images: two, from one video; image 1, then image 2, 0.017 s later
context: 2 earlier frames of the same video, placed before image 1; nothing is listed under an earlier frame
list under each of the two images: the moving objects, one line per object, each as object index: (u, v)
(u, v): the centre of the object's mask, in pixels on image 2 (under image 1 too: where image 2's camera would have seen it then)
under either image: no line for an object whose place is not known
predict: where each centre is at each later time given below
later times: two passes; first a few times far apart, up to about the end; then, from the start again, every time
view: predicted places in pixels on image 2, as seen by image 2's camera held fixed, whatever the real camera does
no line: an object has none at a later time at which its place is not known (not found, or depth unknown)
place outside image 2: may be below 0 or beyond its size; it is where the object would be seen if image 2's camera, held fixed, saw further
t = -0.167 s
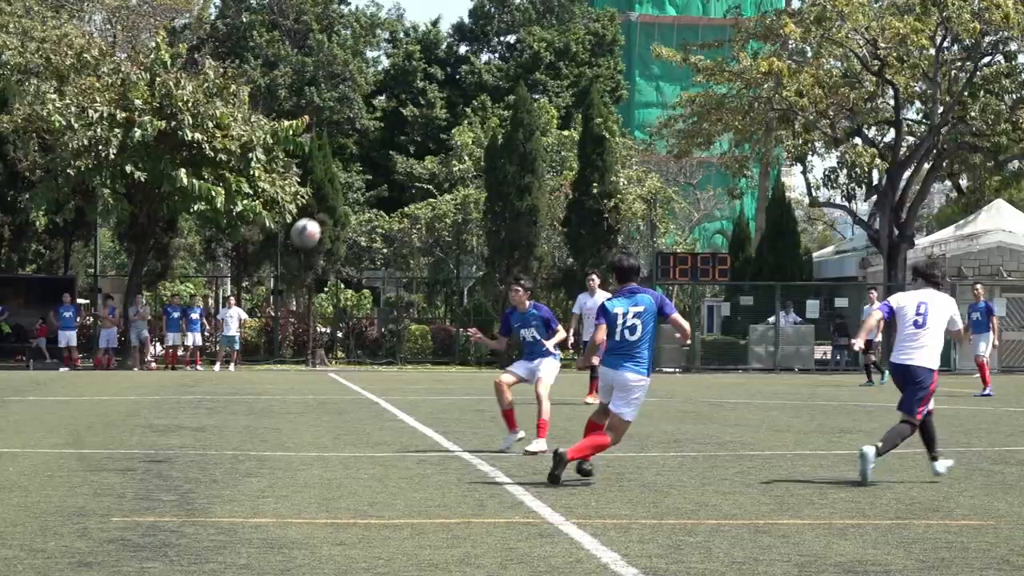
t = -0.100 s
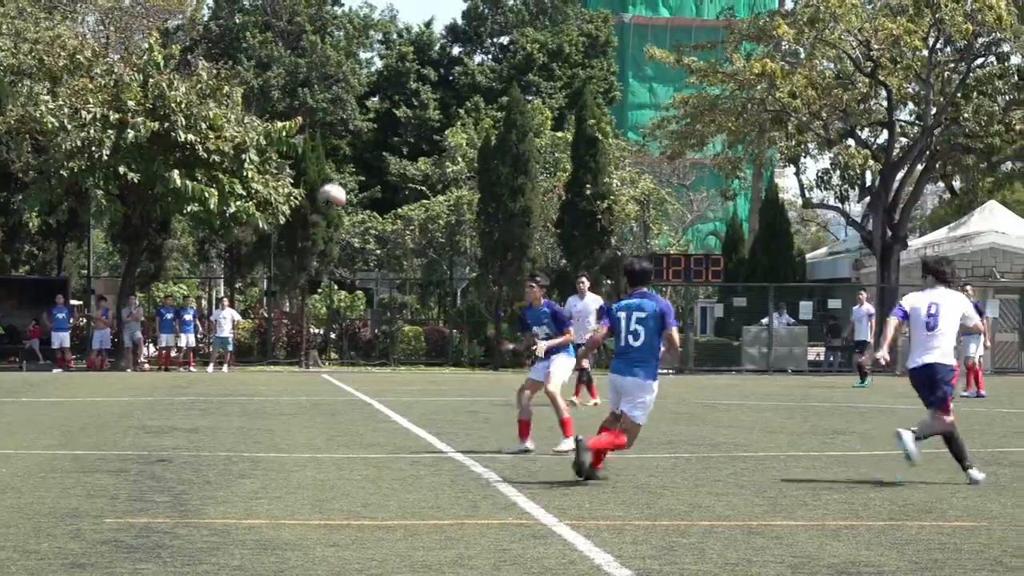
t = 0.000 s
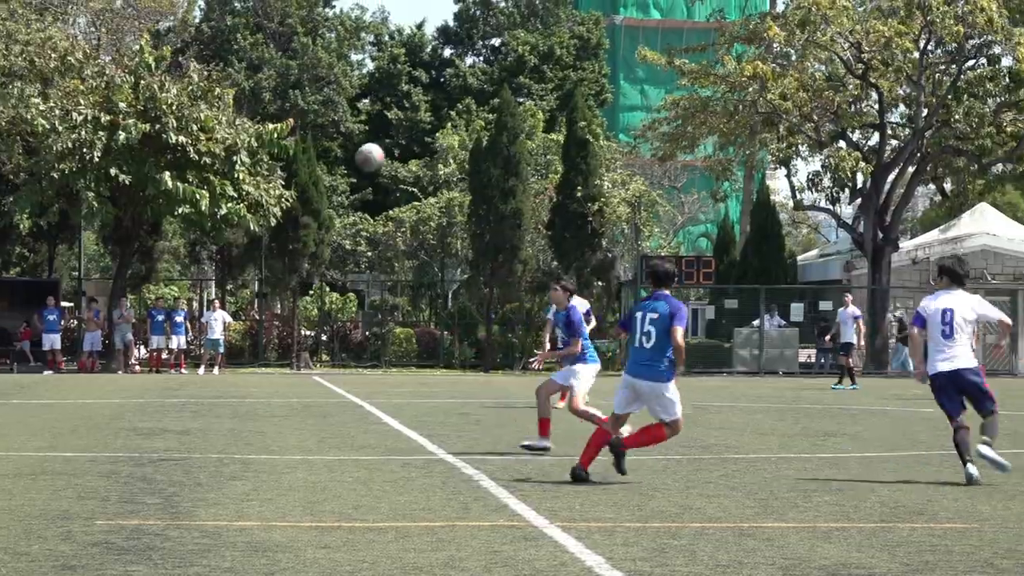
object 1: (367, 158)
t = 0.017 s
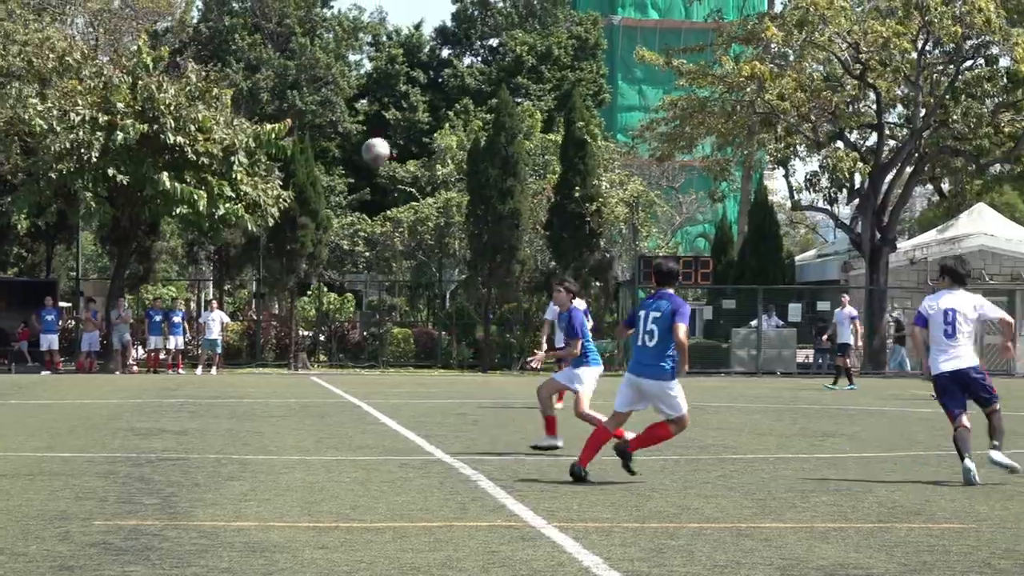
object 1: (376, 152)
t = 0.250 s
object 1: (477, 111)
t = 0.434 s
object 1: (549, 129)
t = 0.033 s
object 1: (383, 146)
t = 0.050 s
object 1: (390, 142)
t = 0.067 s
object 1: (398, 138)
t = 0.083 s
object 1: (405, 133)
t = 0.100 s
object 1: (413, 130)
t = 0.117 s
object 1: (420, 126)
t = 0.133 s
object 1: (427, 124)
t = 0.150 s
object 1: (435, 120)
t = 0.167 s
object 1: (441, 118)
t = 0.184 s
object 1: (449, 115)
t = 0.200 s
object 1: (455, 114)
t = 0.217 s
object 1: (463, 113)
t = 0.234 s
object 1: (469, 112)
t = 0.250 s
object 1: (477, 111)
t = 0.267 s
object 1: (482, 111)
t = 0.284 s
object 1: (491, 111)
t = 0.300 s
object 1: (497, 112)
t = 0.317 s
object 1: (503, 113)
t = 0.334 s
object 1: (510, 115)
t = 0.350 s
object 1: (516, 116)
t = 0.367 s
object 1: (522, 118)
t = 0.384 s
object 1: (530, 118)
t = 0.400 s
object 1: (536, 121)
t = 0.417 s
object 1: (542, 125)
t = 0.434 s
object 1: (549, 129)
